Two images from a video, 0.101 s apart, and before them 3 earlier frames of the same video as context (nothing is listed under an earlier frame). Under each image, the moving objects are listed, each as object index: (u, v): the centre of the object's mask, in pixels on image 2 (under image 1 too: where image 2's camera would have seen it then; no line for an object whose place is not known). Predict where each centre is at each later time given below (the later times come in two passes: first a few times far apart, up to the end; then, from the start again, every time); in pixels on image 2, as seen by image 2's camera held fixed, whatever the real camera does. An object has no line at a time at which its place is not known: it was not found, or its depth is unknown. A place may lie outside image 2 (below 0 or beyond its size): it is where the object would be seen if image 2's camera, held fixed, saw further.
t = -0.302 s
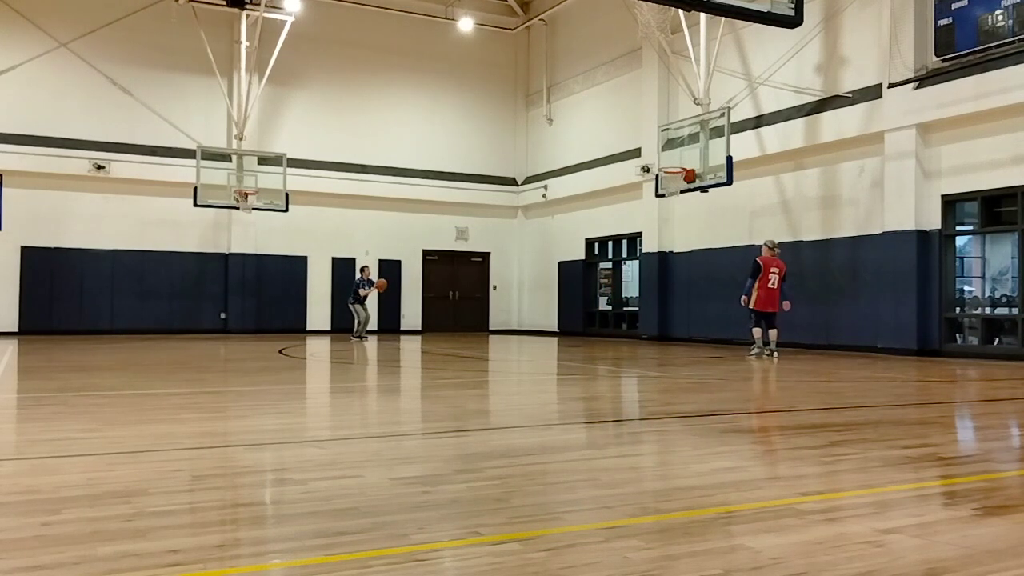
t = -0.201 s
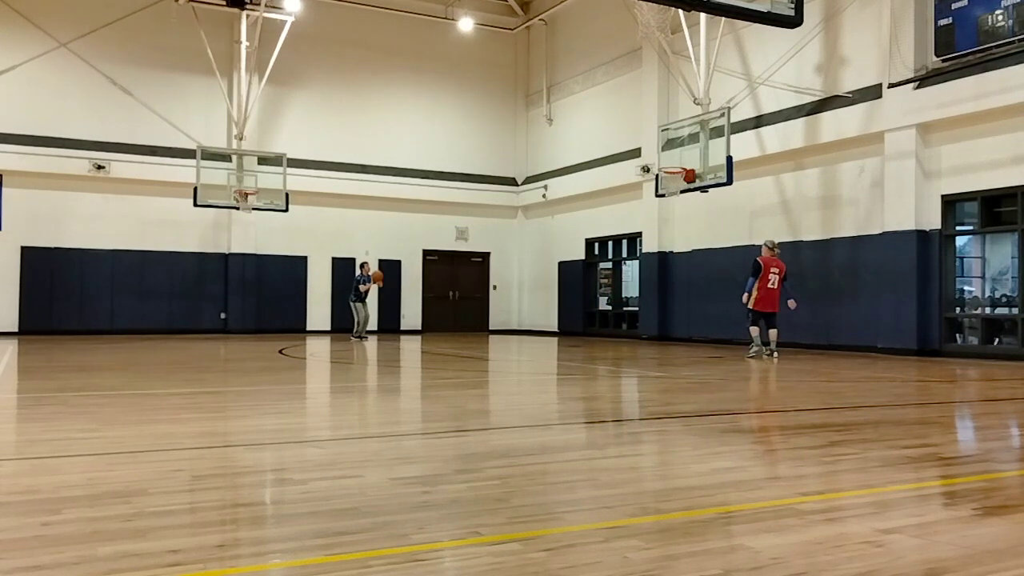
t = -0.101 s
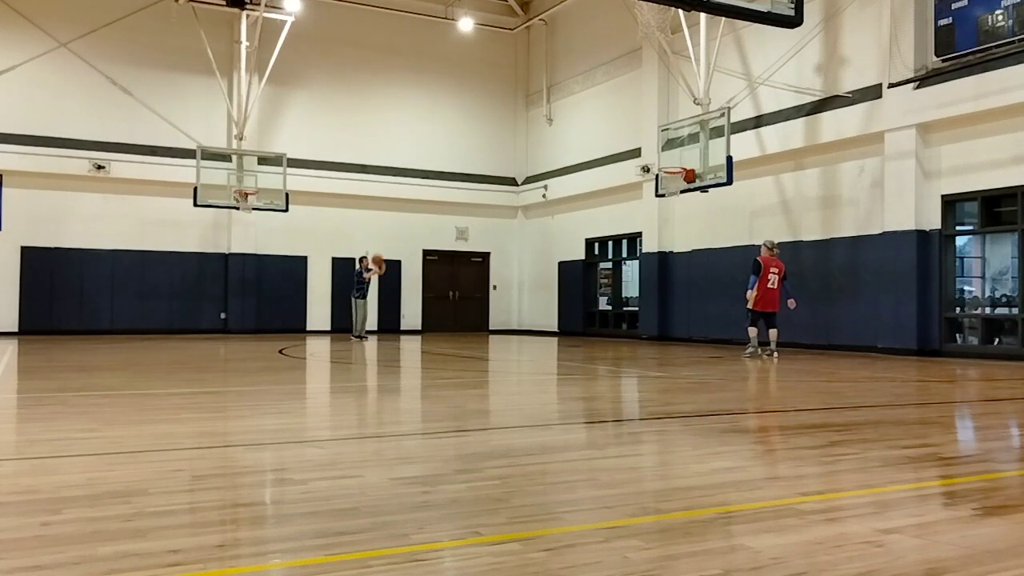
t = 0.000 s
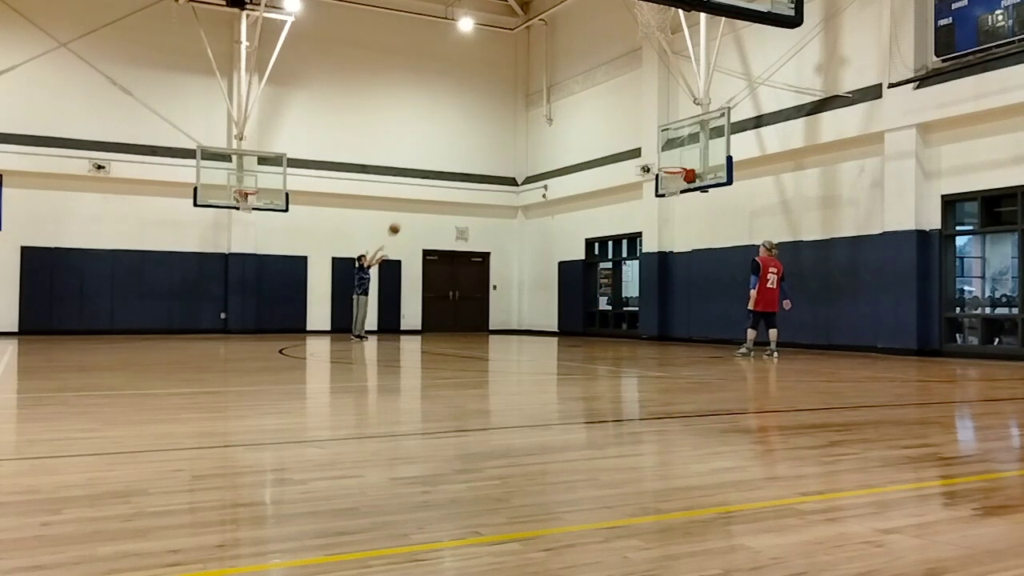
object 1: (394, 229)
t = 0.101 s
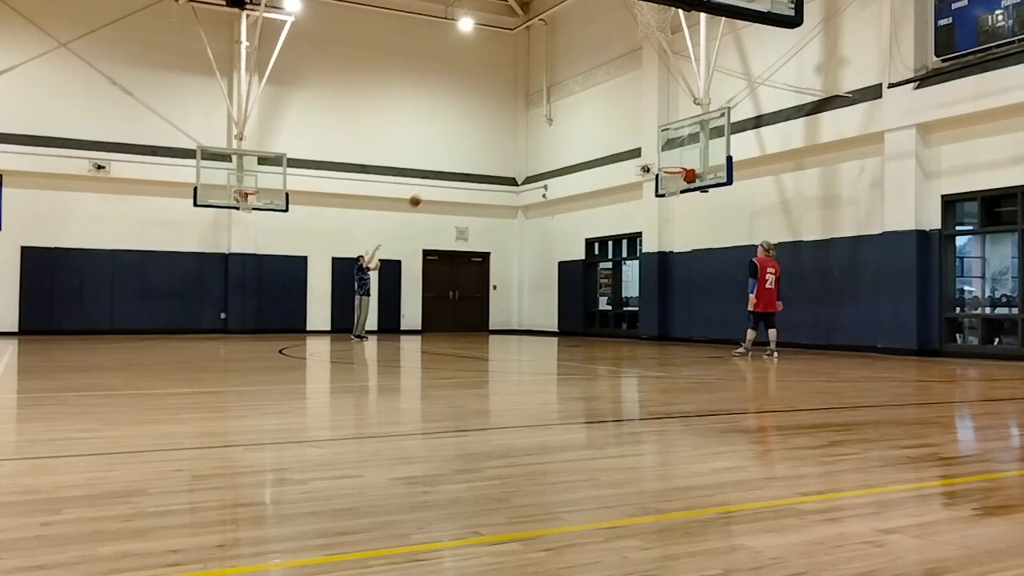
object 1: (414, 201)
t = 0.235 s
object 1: (442, 171)
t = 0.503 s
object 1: (502, 132)
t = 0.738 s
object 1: (557, 127)
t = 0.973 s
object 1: (617, 153)
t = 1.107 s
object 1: (652, 182)
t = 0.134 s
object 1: (421, 192)
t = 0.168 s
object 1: (428, 185)
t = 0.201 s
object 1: (435, 176)
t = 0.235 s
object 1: (442, 171)
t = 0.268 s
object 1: (450, 163)
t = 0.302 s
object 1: (457, 157)
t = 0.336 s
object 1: (464, 152)
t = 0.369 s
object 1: (472, 147)
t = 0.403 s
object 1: (479, 142)
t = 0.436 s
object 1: (487, 138)
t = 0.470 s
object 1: (494, 135)
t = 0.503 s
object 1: (502, 132)
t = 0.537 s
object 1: (510, 130)
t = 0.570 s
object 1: (517, 128)
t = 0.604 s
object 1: (525, 127)
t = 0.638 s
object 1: (533, 126)
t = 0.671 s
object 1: (541, 125)
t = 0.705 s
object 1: (549, 126)
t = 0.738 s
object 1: (557, 127)
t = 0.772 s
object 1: (565, 129)
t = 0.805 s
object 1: (574, 131)
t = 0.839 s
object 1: (582, 134)
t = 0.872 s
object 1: (590, 137)
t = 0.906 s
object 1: (599, 142)
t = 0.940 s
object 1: (607, 147)
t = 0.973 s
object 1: (617, 153)
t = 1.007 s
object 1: (625, 158)
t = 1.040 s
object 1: (633, 165)
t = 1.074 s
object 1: (643, 172)
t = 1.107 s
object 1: (652, 182)
